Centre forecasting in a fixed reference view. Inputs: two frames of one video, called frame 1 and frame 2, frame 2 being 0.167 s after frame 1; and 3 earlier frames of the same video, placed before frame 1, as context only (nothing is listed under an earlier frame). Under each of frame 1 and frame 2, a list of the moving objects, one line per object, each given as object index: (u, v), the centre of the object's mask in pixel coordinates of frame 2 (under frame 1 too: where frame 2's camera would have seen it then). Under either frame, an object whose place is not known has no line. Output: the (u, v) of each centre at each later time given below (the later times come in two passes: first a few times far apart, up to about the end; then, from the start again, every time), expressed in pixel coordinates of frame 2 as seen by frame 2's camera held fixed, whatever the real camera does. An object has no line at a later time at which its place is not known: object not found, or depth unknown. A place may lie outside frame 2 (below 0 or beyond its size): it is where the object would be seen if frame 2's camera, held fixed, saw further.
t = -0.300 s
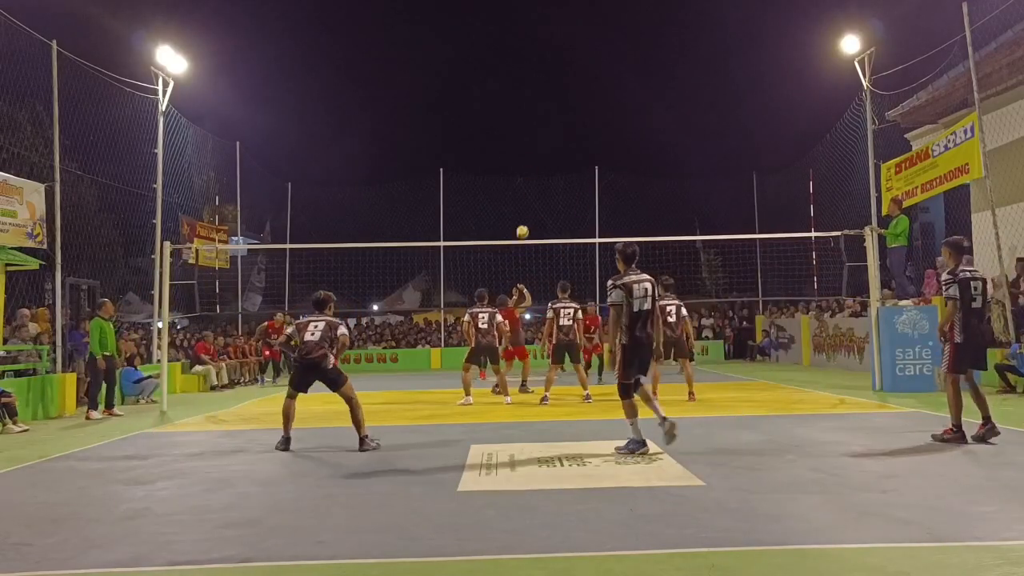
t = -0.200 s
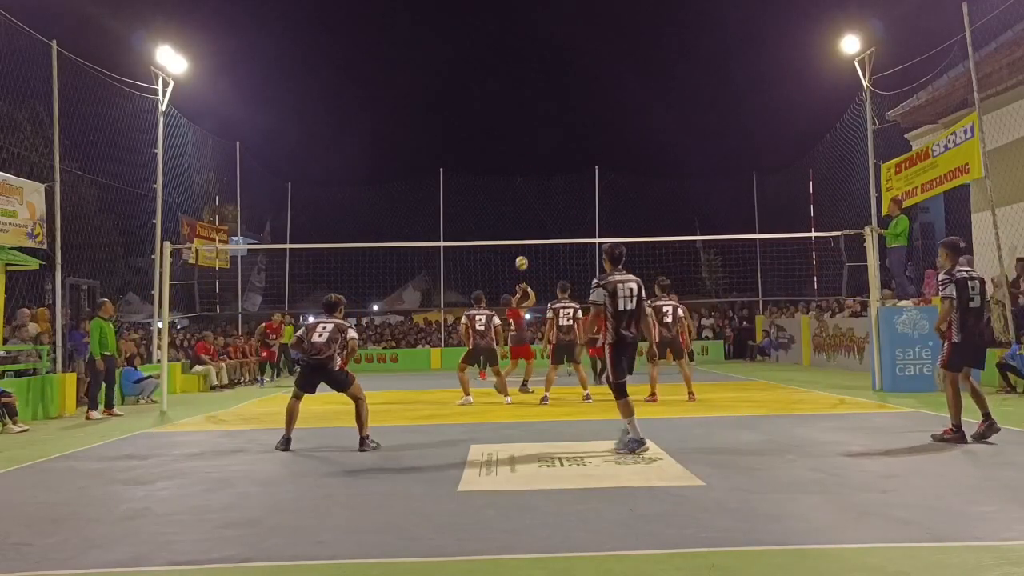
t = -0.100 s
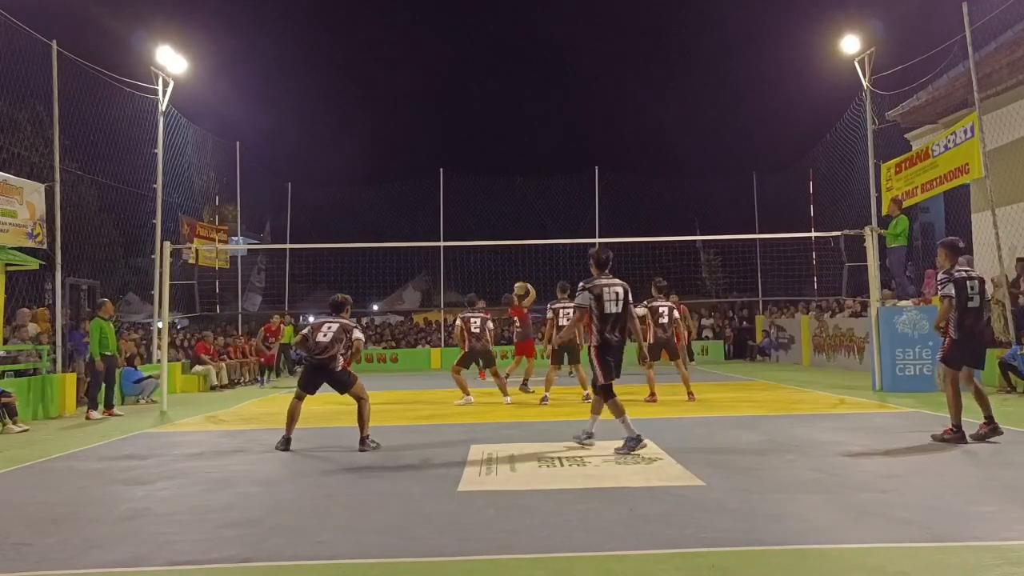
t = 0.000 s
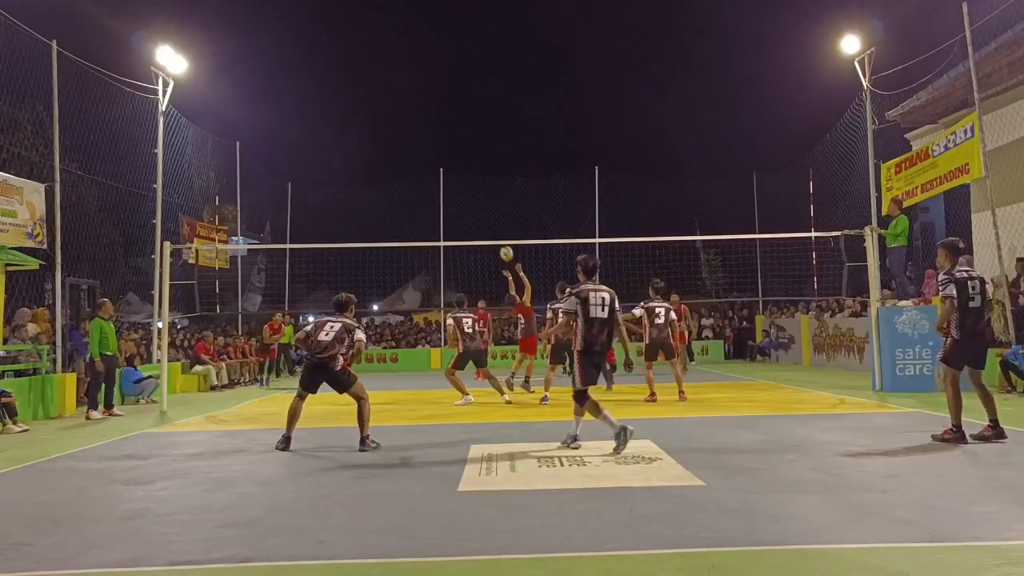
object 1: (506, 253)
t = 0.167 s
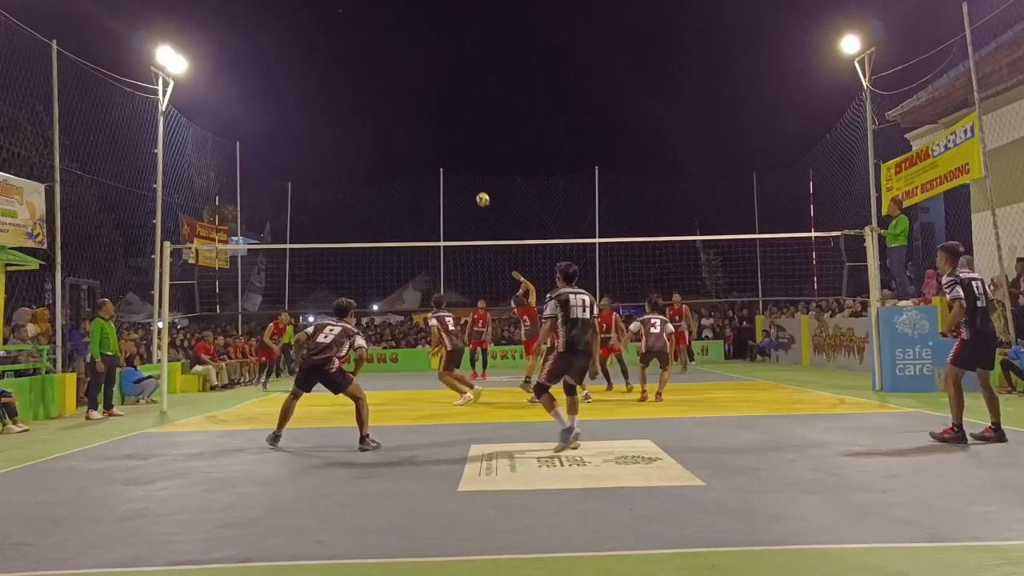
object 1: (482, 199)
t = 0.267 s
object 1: (469, 175)
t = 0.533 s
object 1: (433, 140)
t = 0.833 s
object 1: (394, 148)
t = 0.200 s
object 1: (478, 191)
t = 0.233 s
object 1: (473, 183)
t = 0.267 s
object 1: (469, 175)
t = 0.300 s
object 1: (464, 169)
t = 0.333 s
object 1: (460, 163)
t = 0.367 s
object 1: (455, 158)
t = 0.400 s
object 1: (450, 153)
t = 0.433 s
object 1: (446, 148)
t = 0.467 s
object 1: (441, 145)
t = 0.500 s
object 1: (437, 142)
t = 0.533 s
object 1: (433, 140)
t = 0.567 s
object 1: (428, 138)
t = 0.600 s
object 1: (424, 137)
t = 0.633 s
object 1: (420, 137)
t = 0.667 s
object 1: (415, 137)
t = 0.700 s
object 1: (411, 138)
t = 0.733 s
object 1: (406, 140)
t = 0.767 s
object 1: (402, 142)
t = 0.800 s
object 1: (398, 144)
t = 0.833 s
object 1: (394, 148)
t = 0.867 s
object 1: (389, 152)
